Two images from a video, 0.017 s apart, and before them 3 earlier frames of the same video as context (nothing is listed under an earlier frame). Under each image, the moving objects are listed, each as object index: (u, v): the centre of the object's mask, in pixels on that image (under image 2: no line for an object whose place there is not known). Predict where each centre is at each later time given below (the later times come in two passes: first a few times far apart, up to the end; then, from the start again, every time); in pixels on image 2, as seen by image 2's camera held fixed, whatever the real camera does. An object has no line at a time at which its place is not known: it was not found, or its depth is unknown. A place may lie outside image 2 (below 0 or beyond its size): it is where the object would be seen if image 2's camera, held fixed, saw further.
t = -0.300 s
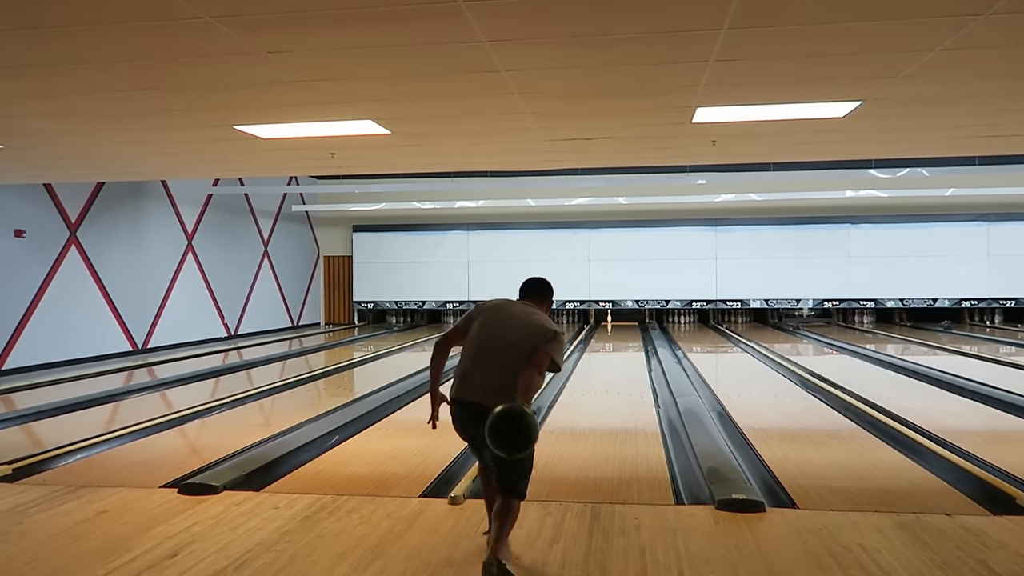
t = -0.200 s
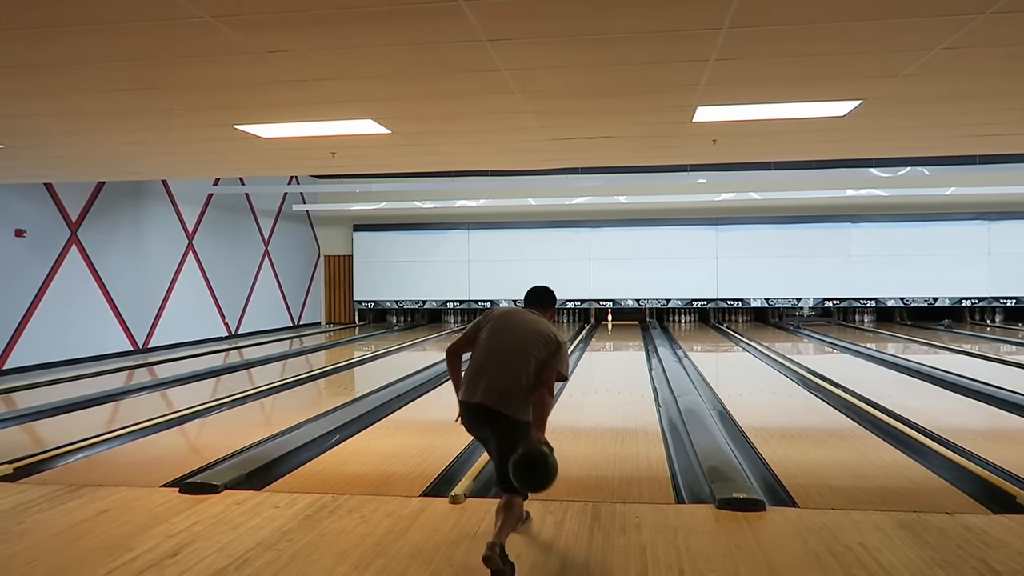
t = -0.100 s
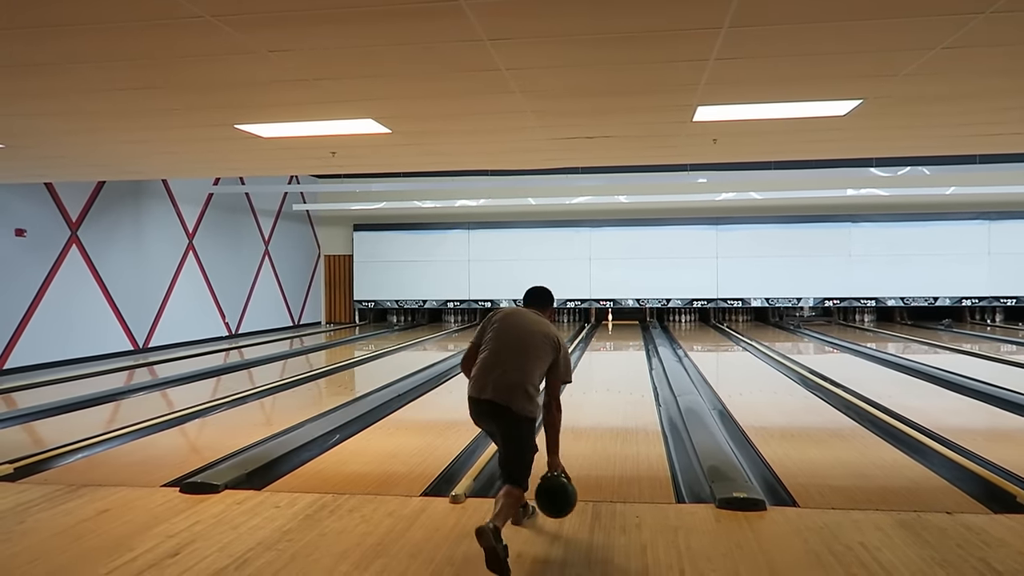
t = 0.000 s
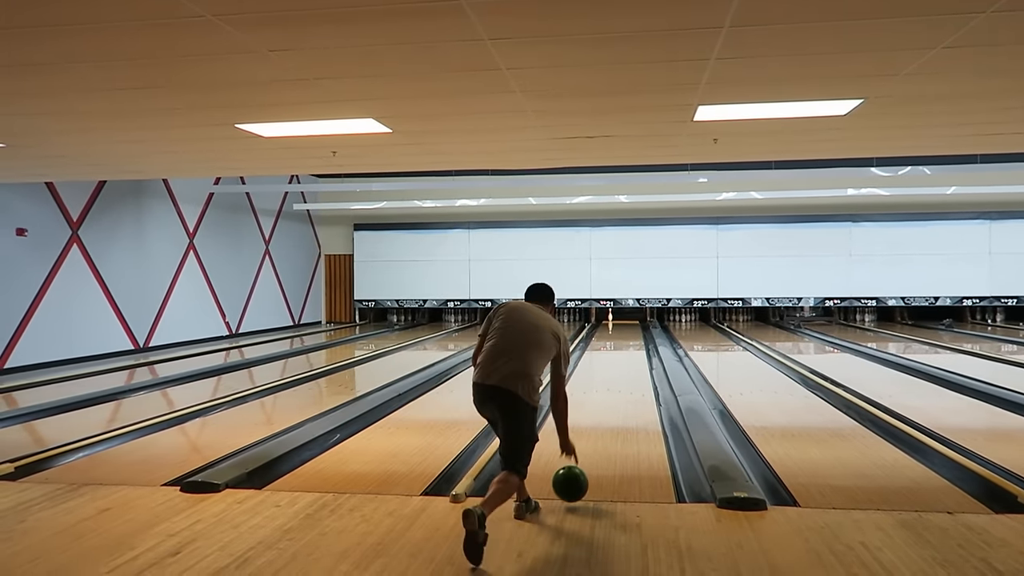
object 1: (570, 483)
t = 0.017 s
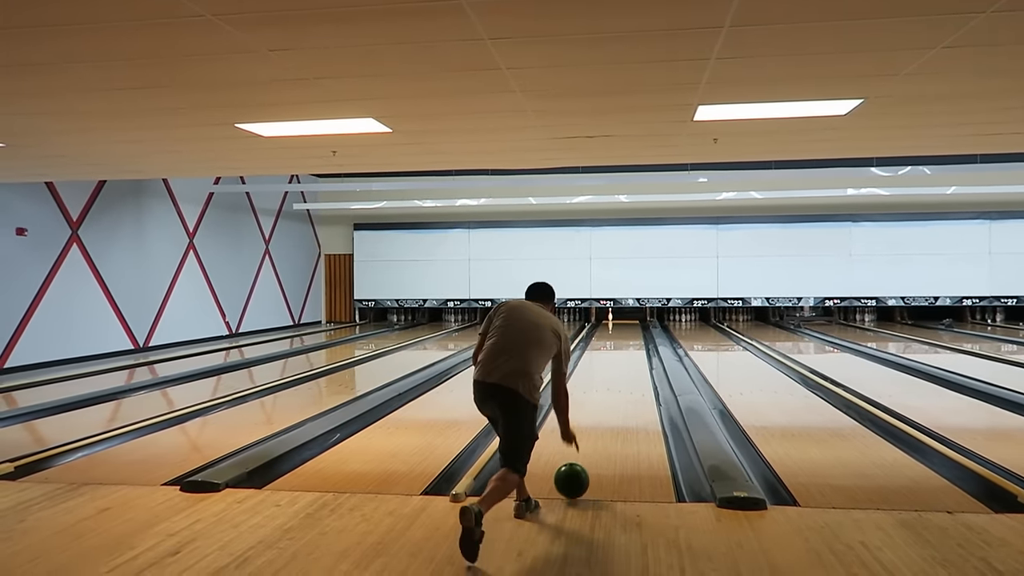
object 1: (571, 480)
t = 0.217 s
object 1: (585, 434)
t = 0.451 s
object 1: (594, 401)
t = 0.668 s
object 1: (600, 380)
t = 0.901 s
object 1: (604, 364)
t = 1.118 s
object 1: (607, 353)
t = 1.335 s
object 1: (609, 345)
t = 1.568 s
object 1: (611, 338)
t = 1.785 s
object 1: (612, 333)
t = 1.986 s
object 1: (613, 328)
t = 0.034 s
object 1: (573, 479)
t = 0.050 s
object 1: (574, 473)
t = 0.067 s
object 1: (575, 468)
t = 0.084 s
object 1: (577, 463)
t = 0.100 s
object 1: (578, 458)
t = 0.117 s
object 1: (579, 455)
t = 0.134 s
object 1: (580, 452)
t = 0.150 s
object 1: (581, 448)
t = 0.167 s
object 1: (582, 445)
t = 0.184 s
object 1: (583, 441)
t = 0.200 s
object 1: (584, 438)
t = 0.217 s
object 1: (585, 434)
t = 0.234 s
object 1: (586, 431)
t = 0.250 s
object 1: (586, 428)
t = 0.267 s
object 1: (587, 426)
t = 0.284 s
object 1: (588, 423)
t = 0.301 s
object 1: (589, 421)
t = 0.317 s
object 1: (589, 418)
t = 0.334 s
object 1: (590, 415)
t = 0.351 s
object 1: (591, 413)
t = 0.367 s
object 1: (591, 411)
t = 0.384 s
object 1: (592, 409)
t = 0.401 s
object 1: (593, 407)
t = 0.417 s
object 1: (593, 405)
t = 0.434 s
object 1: (594, 403)
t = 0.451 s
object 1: (594, 401)
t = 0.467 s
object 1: (595, 399)
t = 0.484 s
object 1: (595, 397)
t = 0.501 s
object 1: (596, 395)
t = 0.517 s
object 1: (596, 394)
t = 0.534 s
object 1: (597, 392)
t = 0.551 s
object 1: (597, 390)
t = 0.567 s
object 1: (597, 389)
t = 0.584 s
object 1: (598, 387)
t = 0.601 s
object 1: (598, 386)
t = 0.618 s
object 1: (599, 384)
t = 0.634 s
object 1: (599, 383)
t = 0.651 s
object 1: (600, 382)
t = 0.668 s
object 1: (600, 380)
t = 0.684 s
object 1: (600, 379)
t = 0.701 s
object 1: (600, 378)
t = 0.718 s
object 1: (601, 376)
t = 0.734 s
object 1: (601, 375)
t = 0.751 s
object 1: (601, 374)
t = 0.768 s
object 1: (602, 373)
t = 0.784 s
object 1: (602, 371)
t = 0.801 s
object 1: (602, 370)
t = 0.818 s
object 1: (603, 369)
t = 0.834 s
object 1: (603, 368)
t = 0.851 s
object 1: (603, 367)
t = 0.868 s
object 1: (603, 366)
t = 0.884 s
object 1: (604, 365)
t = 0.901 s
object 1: (604, 364)
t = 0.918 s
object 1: (604, 363)
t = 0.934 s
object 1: (604, 362)
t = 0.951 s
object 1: (605, 362)
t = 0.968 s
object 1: (605, 361)
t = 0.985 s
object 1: (605, 360)
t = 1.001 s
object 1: (605, 359)
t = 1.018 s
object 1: (605, 358)
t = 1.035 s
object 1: (606, 357)
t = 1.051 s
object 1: (606, 356)
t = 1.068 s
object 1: (606, 356)
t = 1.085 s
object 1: (606, 355)
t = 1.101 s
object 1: (607, 354)
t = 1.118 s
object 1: (607, 353)
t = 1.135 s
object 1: (607, 353)
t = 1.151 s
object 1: (607, 352)
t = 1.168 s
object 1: (607, 351)
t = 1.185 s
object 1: (607, 351)
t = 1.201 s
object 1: (608, 350)
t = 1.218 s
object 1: (608, 349)
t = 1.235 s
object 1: (608, 348)
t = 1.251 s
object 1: (608, 348)
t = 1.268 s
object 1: (609, 347)
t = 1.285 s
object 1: (608, 347)
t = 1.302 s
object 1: (609, 346)
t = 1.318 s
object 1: (609, 346)
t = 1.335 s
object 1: (609, 345)
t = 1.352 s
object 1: (609, 344)
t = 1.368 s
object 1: (609, 344)
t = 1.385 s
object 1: (610, 343)
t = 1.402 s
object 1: (610, 343)
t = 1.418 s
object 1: (610, 342)
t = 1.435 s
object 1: (610, 342)
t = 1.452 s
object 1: (610, 341)
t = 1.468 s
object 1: (610, 341)
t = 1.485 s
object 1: (610, 340)
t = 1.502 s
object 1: (610, 340)
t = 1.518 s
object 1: (610, 339)
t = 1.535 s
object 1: (610, 339)
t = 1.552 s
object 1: (611, 338)
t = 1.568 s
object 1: (611, 338)
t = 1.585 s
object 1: (611, 338)
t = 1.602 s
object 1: (611, 337)
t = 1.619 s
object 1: (611, 336)
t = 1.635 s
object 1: (611, 336)
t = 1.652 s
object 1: (611, 336)
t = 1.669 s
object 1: (611, 335)
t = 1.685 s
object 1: (612, 335)
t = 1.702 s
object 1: (612, 334)
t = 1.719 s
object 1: (612, 334)
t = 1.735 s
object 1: (612, 333)
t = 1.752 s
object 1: (612, 333)
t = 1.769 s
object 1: (612, 333)
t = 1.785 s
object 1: (612, 333)
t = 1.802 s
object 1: (612, 332)
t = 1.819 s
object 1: (612, 332)
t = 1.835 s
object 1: (612, 332)
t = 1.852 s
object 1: (612, 331)
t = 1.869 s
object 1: (612, 331)
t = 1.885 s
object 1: (613, 330)
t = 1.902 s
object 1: (613, 330)
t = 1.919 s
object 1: (613, 329)
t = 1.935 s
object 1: (612, 329)
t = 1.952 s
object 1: (613, 329)
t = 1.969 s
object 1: (613, 329)
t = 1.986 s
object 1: (613, 328)
